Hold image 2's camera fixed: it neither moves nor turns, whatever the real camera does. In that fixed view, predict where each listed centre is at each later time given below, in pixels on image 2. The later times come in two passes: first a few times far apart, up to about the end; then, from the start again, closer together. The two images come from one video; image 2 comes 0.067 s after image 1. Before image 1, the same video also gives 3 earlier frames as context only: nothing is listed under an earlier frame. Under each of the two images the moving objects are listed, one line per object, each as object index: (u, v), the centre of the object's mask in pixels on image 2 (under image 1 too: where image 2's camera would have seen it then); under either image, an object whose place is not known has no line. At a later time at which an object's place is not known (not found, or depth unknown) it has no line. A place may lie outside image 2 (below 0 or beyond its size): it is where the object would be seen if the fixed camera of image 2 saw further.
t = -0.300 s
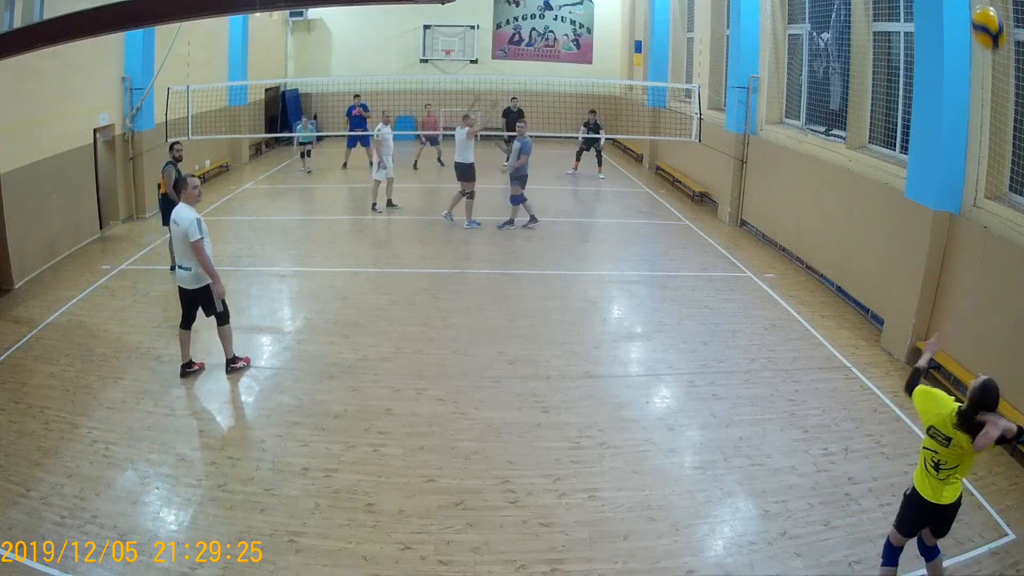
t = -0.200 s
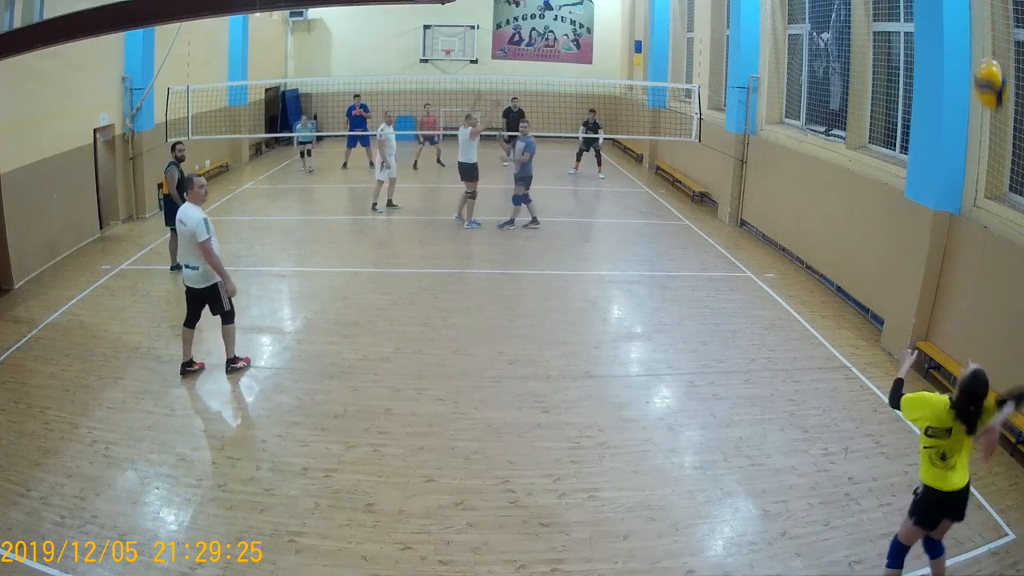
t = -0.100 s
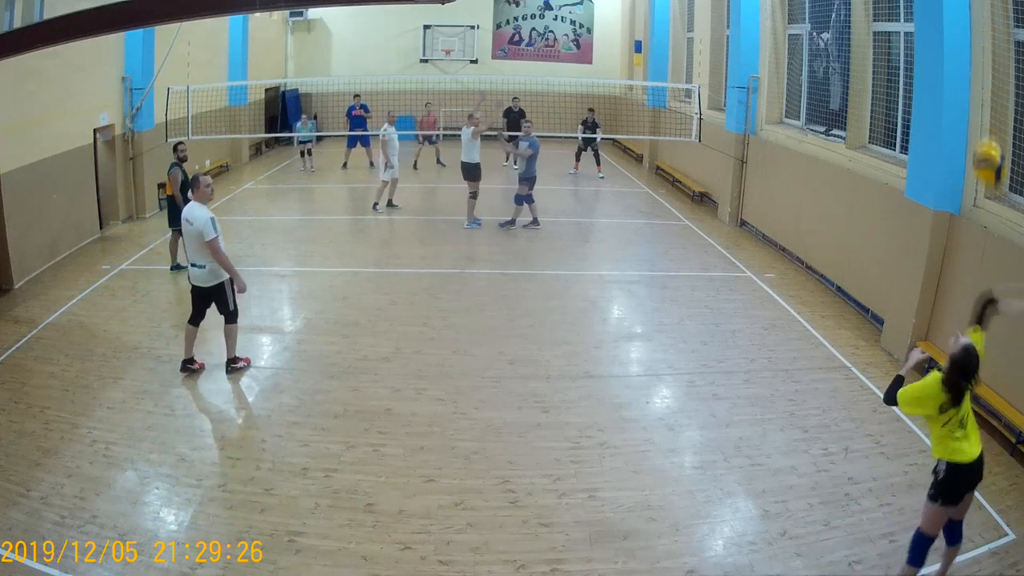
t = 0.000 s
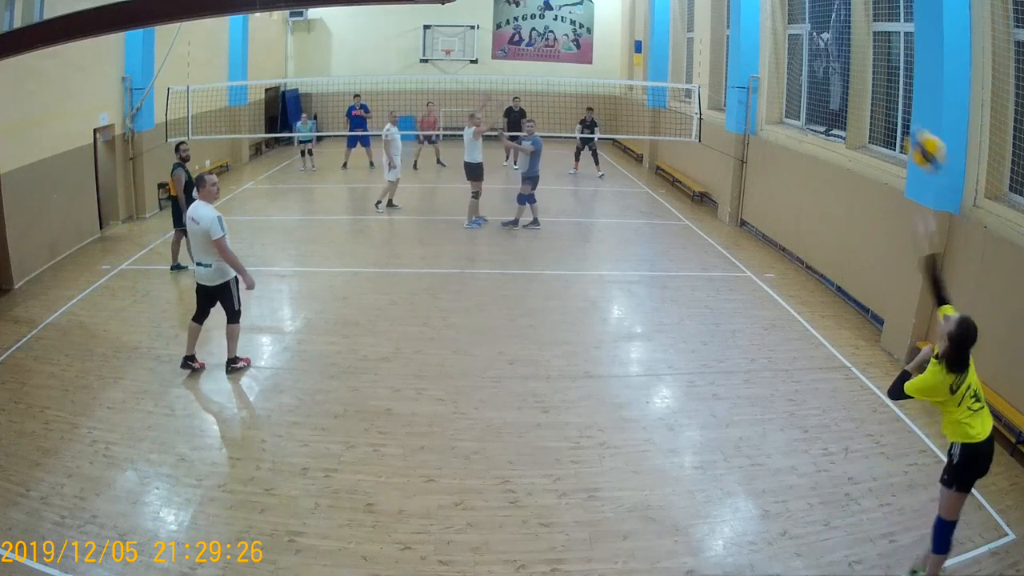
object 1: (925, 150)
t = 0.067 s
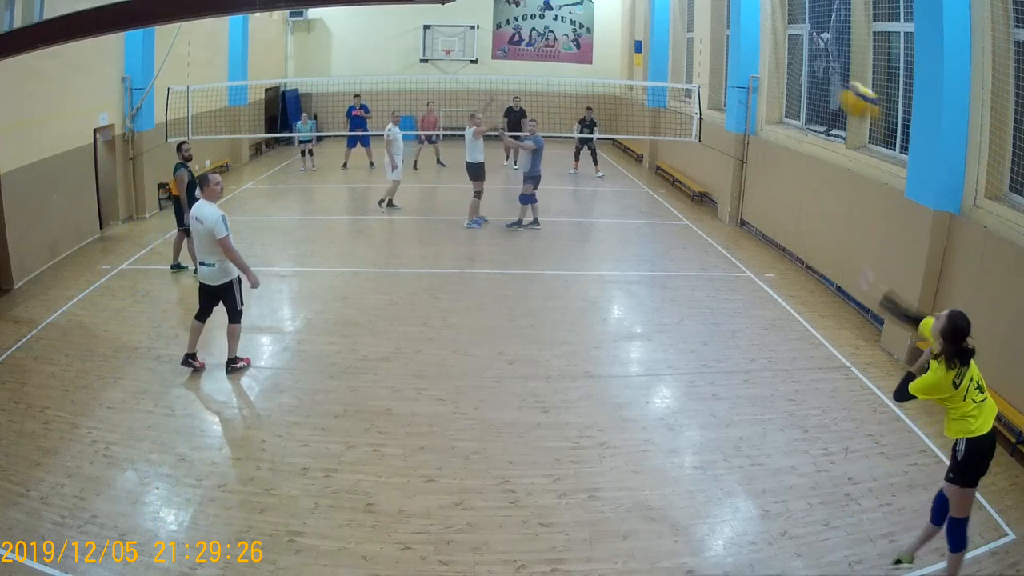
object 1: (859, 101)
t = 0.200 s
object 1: (744, 46)
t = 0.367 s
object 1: (645, 31)
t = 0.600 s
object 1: (556, 58)
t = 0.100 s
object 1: (827, 81)
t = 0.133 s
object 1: (797, 66)
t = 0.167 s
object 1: (769, 56)
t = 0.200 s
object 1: (744, 46)
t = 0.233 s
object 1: (721, 39)
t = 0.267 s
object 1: (699, 35)
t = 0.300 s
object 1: (680, 31)
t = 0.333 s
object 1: (662, 30)
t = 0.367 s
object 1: (645, 31)
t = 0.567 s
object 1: (565, 52)
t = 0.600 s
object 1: (556, 58)
